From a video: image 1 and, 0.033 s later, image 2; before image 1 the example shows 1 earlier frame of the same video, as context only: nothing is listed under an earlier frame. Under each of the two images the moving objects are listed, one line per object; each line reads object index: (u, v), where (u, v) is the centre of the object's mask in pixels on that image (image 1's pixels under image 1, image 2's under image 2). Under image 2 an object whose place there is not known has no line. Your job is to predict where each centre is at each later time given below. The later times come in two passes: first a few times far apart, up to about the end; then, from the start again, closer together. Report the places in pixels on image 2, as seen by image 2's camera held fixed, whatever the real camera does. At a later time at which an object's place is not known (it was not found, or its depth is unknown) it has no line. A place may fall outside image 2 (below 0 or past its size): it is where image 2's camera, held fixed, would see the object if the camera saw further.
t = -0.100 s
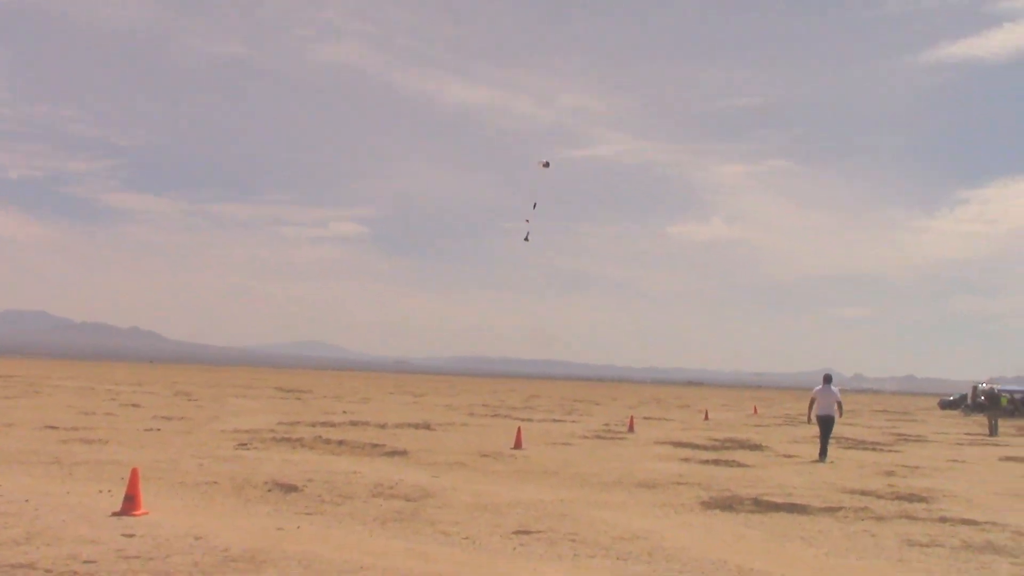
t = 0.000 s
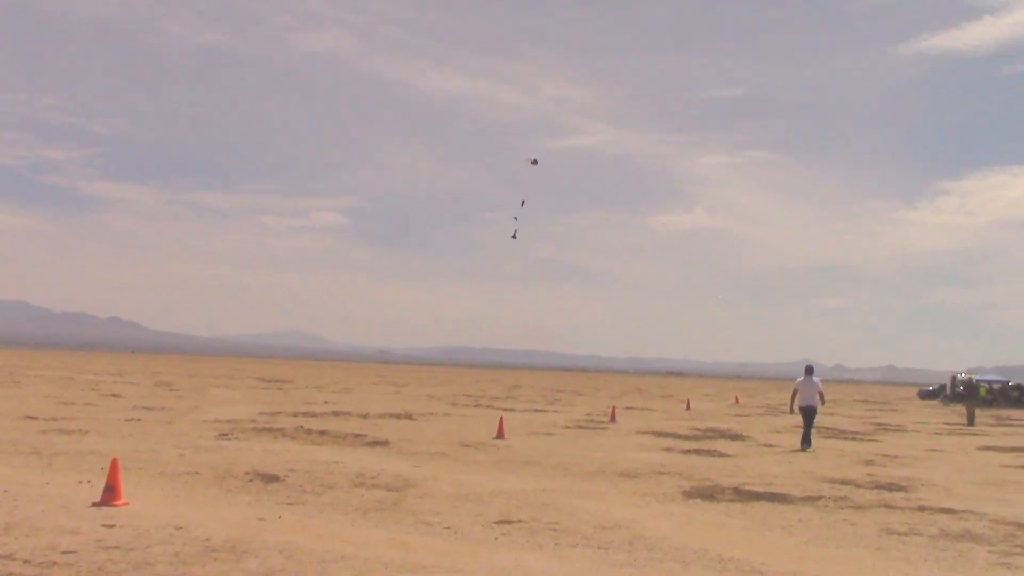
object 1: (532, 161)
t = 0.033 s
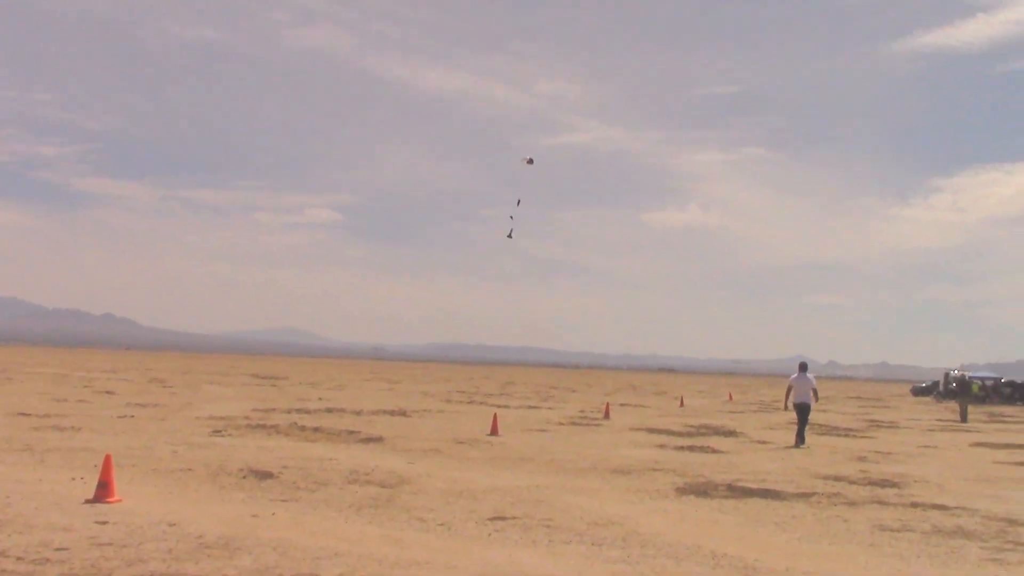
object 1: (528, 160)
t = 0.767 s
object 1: (562, 214)
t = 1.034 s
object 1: (572, 234)
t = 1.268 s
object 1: (579, 251)
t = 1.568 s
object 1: (582, 276)
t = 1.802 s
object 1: (582, 296)
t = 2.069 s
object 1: (579, 318)
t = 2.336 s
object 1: (576, 335)
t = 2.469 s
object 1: (574, 343)
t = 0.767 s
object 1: (562, 214)
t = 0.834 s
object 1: (564, 218)
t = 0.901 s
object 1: (567, 223)
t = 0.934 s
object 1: (568, 226)
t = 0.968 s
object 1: (570, 229)
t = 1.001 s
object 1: (571, 231)
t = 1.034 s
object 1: (572, 234)
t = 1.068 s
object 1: (573, 236)
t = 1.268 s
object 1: (579, 251)
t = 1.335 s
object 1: (580, 257)
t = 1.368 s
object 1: (580, 259)
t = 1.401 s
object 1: (580, 262)
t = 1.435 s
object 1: (580, 265)
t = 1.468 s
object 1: (581, 268)
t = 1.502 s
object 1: (581, 270)
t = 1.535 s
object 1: (582, 273)
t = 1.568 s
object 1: (582, 276)
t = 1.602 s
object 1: (582, 279)
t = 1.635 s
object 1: (582, 282)
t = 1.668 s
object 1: (582, 284)
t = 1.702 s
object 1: (582, 287)
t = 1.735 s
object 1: (581, 290)
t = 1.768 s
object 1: (582, 292)
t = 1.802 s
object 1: (582, 296)
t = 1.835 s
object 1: (582, 299)
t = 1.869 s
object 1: (582, 301)
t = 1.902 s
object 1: (582, 304)
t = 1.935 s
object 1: (581, 307)
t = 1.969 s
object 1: (581, 310)
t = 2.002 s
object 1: (580, 313)
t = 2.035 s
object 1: (580, 315)
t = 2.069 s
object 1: (579, 318)
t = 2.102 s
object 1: (579, 320)
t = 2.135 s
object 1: (578, 322)
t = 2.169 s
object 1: (578, 325)
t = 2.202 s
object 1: (577, 327)
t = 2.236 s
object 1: (577, 329)
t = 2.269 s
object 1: (577, 331)
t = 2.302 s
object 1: (576, 333)
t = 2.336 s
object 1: (576, 335)
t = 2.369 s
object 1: (576, 337)
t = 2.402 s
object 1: (575, 339)
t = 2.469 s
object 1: (574, 343)
